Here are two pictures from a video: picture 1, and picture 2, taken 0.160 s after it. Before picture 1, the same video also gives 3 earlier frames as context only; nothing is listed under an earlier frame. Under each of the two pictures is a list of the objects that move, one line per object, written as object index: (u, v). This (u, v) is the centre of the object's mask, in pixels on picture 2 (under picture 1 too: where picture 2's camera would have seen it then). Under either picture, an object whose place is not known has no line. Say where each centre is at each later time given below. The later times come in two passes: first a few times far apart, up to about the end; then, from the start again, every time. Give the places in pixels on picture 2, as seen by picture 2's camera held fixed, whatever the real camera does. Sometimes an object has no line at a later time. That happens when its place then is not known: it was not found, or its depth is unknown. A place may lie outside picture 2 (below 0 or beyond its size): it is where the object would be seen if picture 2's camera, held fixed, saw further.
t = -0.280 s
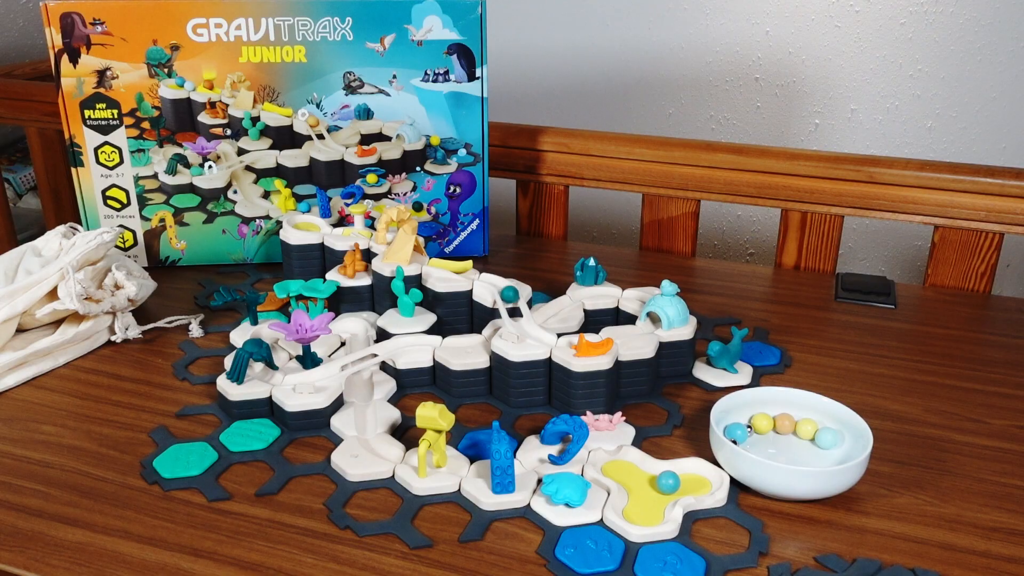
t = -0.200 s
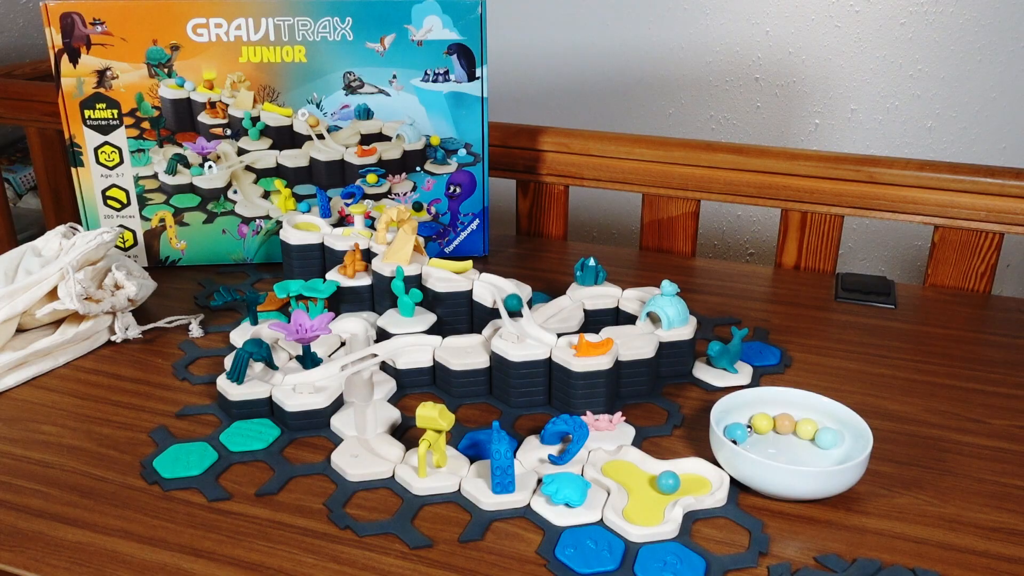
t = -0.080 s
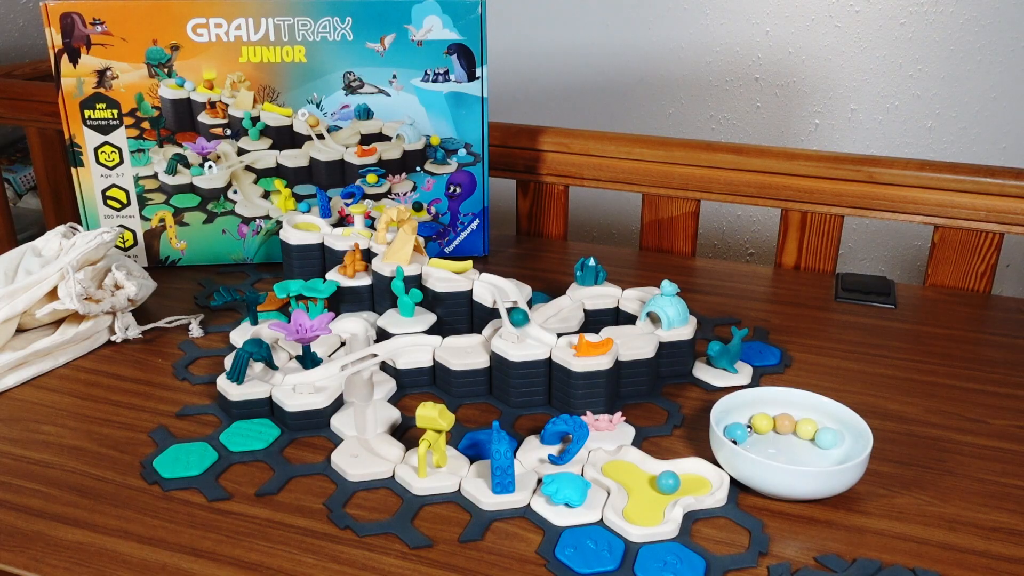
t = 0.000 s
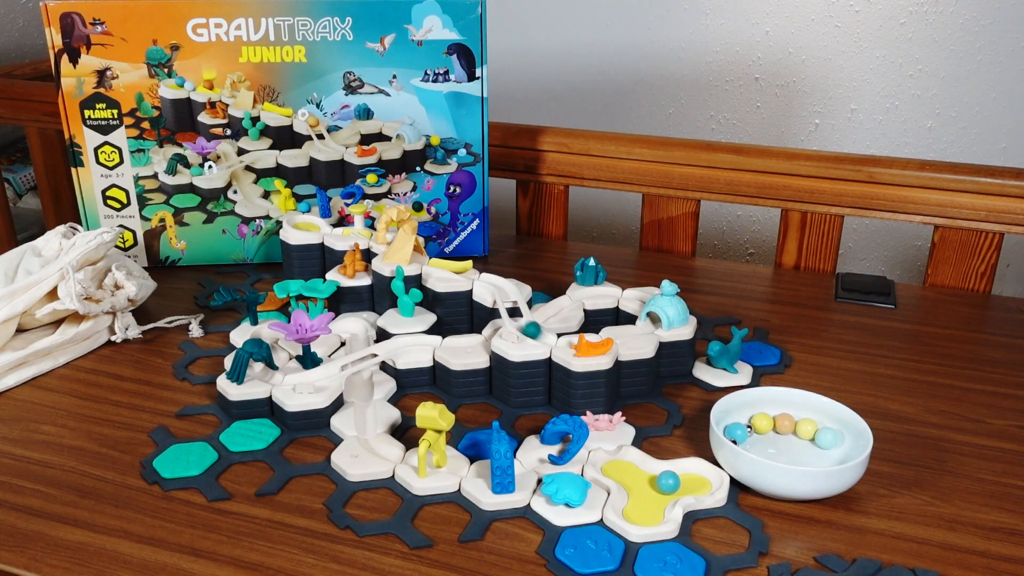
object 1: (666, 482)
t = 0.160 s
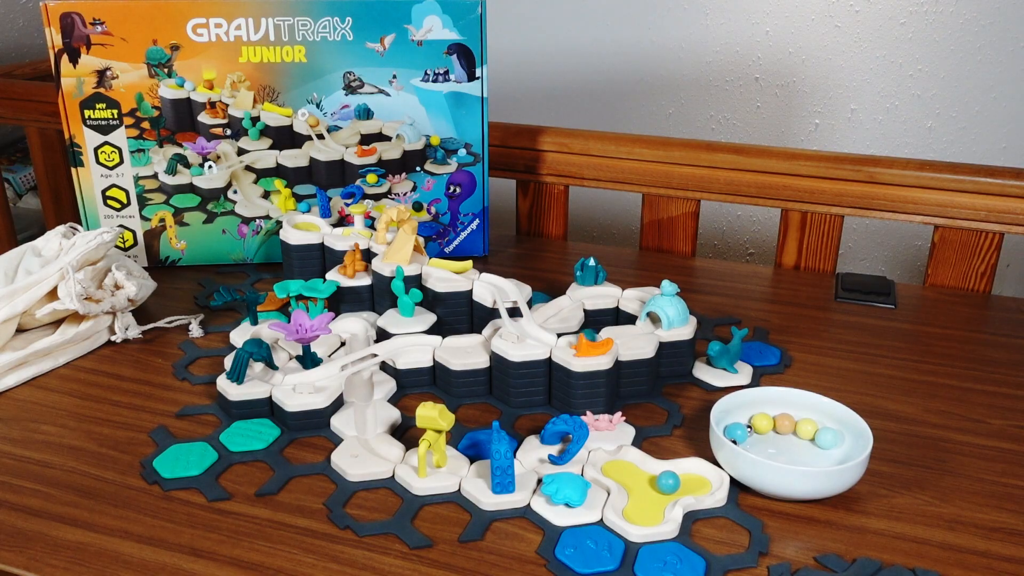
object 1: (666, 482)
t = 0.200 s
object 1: (666, 482)
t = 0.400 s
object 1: (666, 482)
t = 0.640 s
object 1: (666, 482)
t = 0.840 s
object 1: (666, 482)
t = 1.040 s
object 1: (666, 482)
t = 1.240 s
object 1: (666, 482)
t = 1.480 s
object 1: (666, 482)
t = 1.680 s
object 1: (666, 482)
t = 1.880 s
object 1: (666, 482)
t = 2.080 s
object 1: (666, 482)
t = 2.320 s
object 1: (666, 482)
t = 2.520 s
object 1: (666, 482)
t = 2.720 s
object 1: (666, 482)
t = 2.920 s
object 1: (666, 482)
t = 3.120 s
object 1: (666, 482)
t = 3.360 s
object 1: (666, 482)
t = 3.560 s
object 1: (666, 482)
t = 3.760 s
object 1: (671, 489)
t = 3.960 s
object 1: (659, 484)
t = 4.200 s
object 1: (640, 474)
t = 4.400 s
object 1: (622, 465)
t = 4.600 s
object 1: (607, 455)
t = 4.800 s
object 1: (607, 452)
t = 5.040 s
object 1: (616, 450)
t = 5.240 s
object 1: (618, 452)
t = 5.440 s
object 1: (617, 458)
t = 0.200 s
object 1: (666, 482)
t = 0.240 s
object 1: (666, 482)
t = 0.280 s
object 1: (666, 482)
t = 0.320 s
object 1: (666, 482)
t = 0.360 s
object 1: (666, 482)
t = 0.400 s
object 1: (666, 482)
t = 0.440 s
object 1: (666, 482)
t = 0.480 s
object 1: (666, 482)
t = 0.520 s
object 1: (666, 482)
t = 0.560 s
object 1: (666, 482)
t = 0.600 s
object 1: (666, 482)
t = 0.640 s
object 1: (666, 482)
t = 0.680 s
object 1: (666, 482)
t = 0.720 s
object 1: (666, 482)
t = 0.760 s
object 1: (666, 482)
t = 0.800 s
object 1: (666, 482)
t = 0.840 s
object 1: (666, 482)
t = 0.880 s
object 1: (666, 482)
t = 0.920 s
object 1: (666, 482)
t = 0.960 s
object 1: (666, 482)
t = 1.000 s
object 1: (666, 482)
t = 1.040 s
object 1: (666, 482)
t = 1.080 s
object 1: (666, 482)
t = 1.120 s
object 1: (666, 482)
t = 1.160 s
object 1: (666, 482)
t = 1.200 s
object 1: (666, 482)
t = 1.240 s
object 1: (666, 482)
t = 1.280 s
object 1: (666, 482)
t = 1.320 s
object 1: (666, 482)
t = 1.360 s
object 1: (666, 482)
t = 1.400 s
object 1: (666, 482)
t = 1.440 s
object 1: (666, 482)
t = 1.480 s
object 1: (666, 482)
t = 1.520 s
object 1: (666, 482)
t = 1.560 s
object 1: (666, 482)
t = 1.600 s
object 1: (666, 482)
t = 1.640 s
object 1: (666, 482)
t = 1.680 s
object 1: (666, 482)
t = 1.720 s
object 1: (666, 482)
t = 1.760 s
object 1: (666, 482)
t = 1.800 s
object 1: (666, 482)
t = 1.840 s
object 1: (666, 482)
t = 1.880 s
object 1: (666, 482)
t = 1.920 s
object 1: (666, 482)
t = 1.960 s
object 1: (666, 482)
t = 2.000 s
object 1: (666, 482)
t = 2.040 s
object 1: (666, 482)
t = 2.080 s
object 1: (666, 482)
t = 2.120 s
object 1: (666, 482)
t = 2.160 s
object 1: (666, 482)
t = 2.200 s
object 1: (666, 482)
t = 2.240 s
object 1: (666, 482)
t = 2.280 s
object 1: (666, 482)
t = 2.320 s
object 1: (666, 482)
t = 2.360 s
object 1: (666, 482)
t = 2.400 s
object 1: (666, 482)
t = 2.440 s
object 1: (666, 482)
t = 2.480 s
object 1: (666, 482)
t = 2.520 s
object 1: (666, 482)
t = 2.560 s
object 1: (666, 482)
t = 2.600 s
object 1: (666, 482)
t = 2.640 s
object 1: (666, 482)
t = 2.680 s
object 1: (666, 482)
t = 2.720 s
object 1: (666, 482)
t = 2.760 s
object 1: (666, 482)
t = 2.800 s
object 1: (666, 482)
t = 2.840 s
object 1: (666, 482)
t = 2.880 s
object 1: (666, 482)
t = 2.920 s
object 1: (666, 482)
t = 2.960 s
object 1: (666, 482)
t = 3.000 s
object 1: (666, 482)
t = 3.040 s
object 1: (666, 482)
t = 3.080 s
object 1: (666, 482)
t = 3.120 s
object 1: (666, 482)
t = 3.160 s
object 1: (666, 482)
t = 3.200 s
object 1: (666, 482)
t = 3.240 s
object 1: (666, 482)
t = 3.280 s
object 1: (666, 482)
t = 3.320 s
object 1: (666, 482)
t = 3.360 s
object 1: (666, 482)
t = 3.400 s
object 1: (666, 482)
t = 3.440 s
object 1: (666, 482)
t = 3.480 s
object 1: (666, 482)
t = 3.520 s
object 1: (666, 482)
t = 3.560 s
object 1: (666, 482)
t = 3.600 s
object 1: (666, 482)
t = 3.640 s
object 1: (666, 483)
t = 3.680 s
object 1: (668, 485)
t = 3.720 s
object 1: (671, 489)
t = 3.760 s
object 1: (671, 489)
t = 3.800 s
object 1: (669, 488)
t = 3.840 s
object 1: (666, 488)
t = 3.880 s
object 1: (663, 486)
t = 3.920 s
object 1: (662, 485)
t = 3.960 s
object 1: (659, 484)
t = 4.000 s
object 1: (655, 482)
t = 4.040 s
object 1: (652, 481)
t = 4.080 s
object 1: (649, 479)
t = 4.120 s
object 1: (646, 478)
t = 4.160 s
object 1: (643, 476)
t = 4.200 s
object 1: (640, 474)
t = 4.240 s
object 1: (637, 473)
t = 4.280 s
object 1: (633, 471)
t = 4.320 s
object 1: (630, 469)
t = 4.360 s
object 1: (626, 467)
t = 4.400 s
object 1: (622, 465)
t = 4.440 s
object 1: (619, 463)
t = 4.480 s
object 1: (615, 461)
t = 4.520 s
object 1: (611, 459)
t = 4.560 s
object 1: (609, 457)
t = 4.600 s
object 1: (607, 455)
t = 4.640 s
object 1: (605, 454)
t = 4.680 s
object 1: (604, 453)
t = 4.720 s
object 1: (605, 452)
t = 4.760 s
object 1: (605, 452)
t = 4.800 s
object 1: (607, 452)
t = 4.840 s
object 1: (609, 451)
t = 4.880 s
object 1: (610, 451)
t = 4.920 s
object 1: (611, 451)
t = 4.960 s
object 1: (613, 451)
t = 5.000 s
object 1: (614, 451)
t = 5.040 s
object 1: (616, 450)
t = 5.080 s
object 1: (617, 450)
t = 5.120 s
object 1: (618, 450)
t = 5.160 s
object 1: (618, 450)
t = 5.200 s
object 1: (618, 451)
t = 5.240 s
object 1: (618, 452)
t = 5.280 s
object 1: (618, 453)
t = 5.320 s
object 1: (617, 454)
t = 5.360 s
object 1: (617, 455)
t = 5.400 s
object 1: (617, 456)
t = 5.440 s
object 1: (617, 458)
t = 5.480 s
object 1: (617, 459)
